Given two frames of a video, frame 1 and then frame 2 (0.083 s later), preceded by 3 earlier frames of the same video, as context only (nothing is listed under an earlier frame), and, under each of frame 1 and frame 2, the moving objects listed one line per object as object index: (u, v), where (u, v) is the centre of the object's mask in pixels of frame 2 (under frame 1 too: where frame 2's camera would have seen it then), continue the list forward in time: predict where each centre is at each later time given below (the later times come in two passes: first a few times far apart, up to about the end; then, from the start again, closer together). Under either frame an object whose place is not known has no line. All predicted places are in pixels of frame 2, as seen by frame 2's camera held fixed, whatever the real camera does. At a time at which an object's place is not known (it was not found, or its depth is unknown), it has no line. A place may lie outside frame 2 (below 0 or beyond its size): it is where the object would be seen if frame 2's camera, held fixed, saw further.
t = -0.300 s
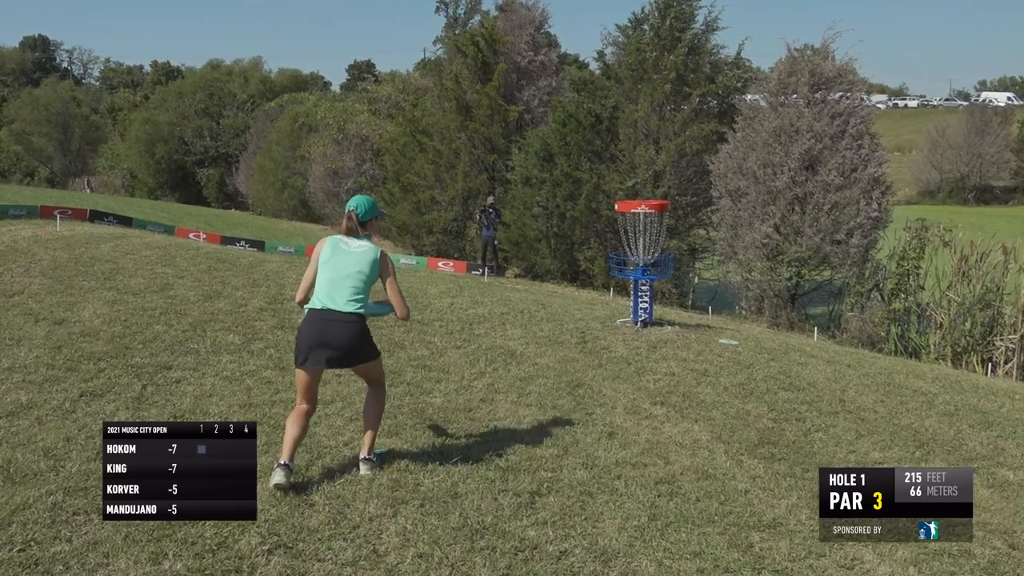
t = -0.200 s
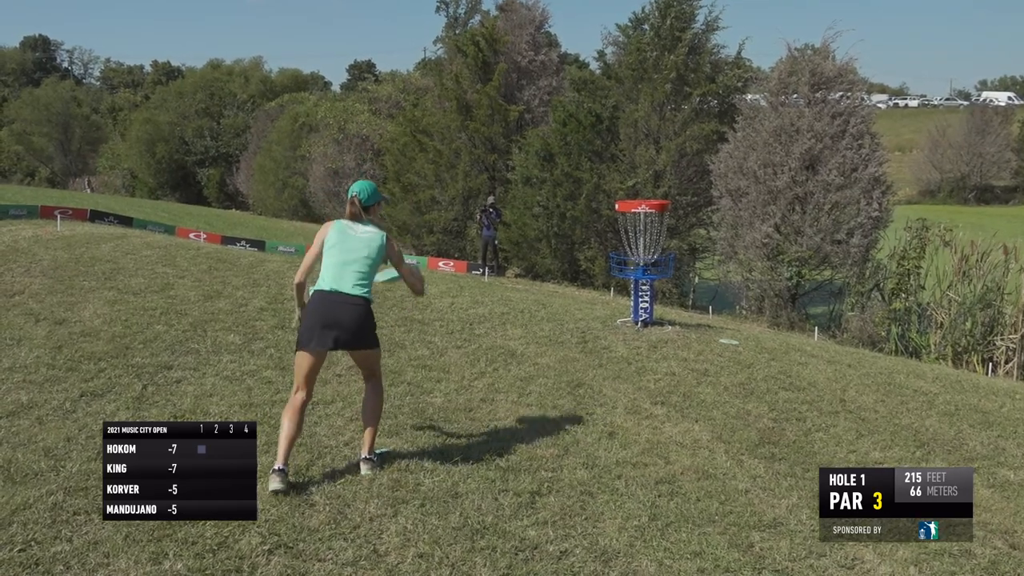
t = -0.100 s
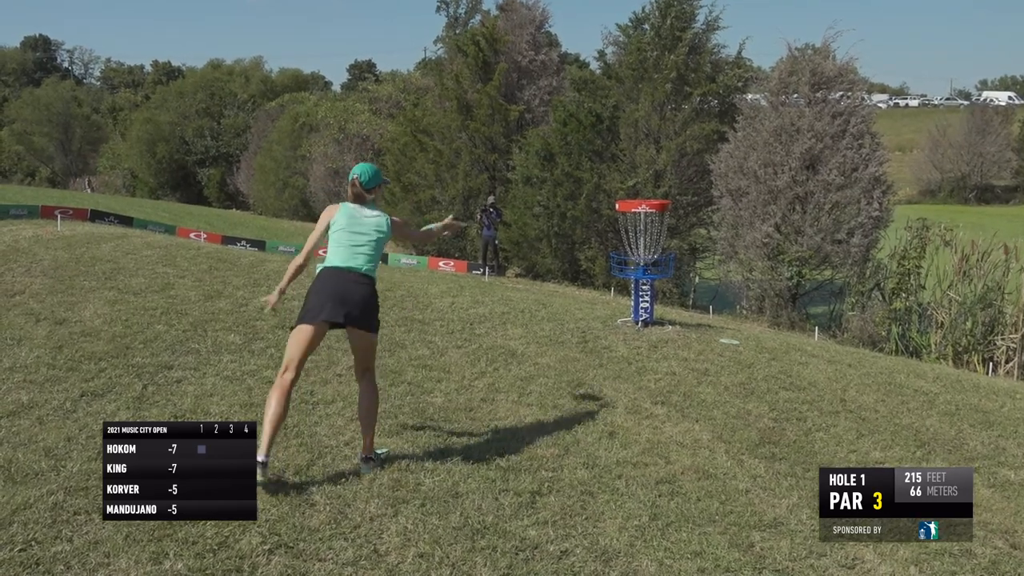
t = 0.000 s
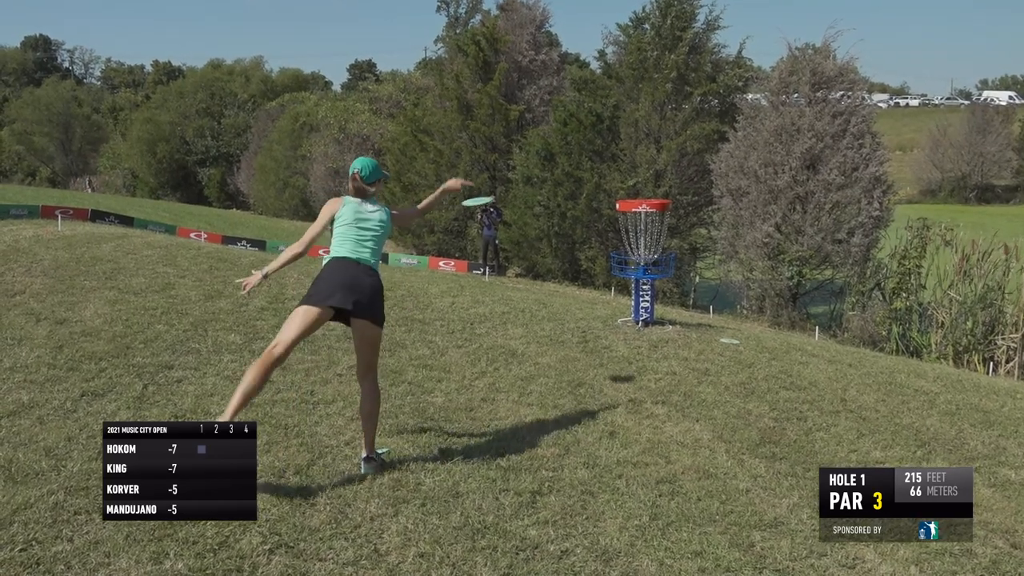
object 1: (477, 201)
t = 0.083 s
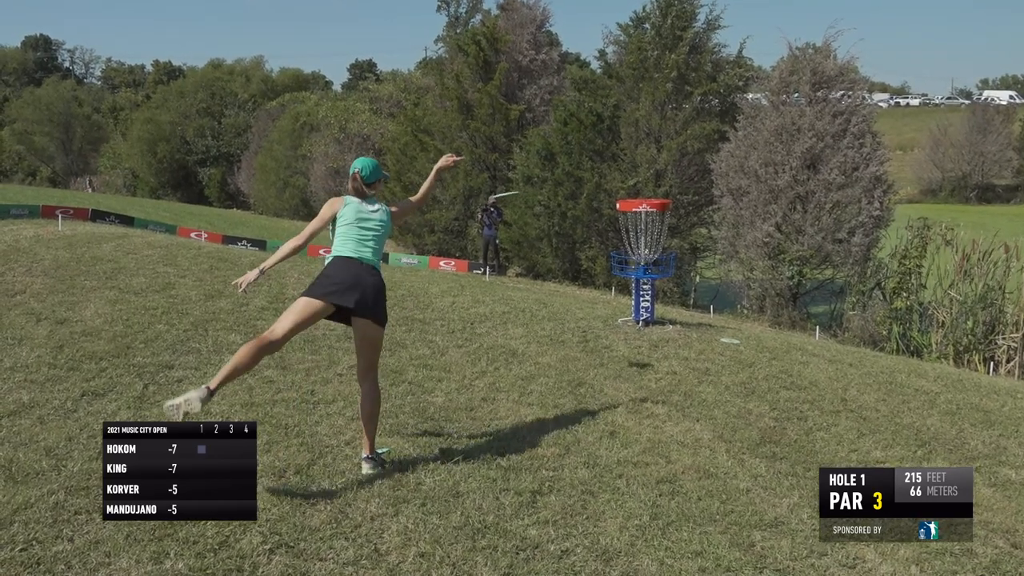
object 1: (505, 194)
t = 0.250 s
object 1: (552, 208)
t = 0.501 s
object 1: (602, 255)
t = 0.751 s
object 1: (593, 314)
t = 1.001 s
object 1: (582, 304)
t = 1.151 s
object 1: (579, 312)
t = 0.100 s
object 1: (511, 194)
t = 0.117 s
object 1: (515, 195)
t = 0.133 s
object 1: (521, 196)
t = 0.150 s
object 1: (526, 197)
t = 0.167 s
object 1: (531, 198)
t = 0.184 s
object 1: (535, 200)
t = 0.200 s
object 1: (540, 201)
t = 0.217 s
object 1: (545, 203)
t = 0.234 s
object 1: (549, 205)
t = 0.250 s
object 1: (552, 208)
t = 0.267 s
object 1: (557, 210)
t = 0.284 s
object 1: (561, 213)
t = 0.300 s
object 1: (565, 216)
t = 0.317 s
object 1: (569, 219)
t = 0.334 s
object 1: (572, 221)
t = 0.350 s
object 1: (576, 225)
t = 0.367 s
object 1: (579, 228)
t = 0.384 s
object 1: (583, 231)
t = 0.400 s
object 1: (586, 234)
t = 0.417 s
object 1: (589, 237)
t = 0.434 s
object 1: (592, 240)
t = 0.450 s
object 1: (595, 244)
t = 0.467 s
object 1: (597, 247)
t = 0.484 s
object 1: (600, 251)
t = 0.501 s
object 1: (602, 255)
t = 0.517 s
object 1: (605, 258)
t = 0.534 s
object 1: (607, 262)
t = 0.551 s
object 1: (610, 265)
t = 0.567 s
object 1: (612, 268)
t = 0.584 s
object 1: (612, 270)
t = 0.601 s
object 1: (611, 271)
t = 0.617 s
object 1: (609, 277)
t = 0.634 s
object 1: (607, 282)
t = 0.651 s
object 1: (606, 286)
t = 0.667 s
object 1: (604, 291)
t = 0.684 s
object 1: (602, 296)
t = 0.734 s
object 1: (595, 311)
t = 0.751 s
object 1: (593, 314)
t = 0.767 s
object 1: (590, 315)
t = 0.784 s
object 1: (589, 314)
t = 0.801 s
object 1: (586, 313)
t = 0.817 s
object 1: (586, 310)
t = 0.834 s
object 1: (586, 308)
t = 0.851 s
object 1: (585, 307)
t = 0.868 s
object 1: (585, 305)
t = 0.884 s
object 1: (584, 304)
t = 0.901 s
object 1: (584, 303)
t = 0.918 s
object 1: (584, 303)
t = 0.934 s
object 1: (584, 302)
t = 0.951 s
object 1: (583, 303)
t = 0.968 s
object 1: (583, 303)
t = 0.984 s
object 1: (583, 303)
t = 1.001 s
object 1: (582, 304)
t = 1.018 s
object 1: (582, 304)
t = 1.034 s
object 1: (582, 305)
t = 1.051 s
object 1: (582, 306)
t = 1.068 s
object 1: (581, 307)
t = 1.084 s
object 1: (581, 309)
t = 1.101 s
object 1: (579, 310)
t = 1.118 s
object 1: (579, 311)
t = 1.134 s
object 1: (579, 311)
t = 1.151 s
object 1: (579, 312)
